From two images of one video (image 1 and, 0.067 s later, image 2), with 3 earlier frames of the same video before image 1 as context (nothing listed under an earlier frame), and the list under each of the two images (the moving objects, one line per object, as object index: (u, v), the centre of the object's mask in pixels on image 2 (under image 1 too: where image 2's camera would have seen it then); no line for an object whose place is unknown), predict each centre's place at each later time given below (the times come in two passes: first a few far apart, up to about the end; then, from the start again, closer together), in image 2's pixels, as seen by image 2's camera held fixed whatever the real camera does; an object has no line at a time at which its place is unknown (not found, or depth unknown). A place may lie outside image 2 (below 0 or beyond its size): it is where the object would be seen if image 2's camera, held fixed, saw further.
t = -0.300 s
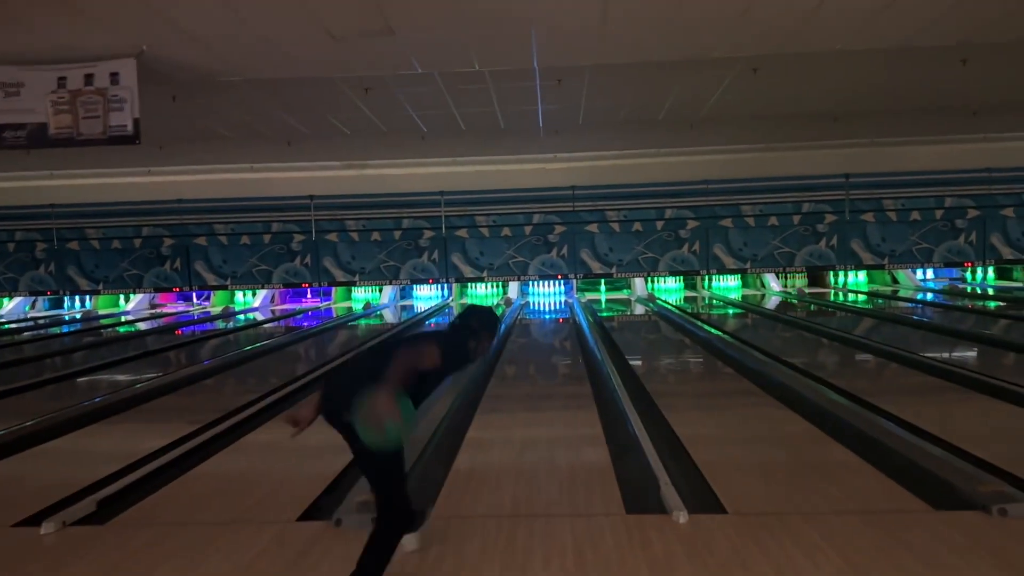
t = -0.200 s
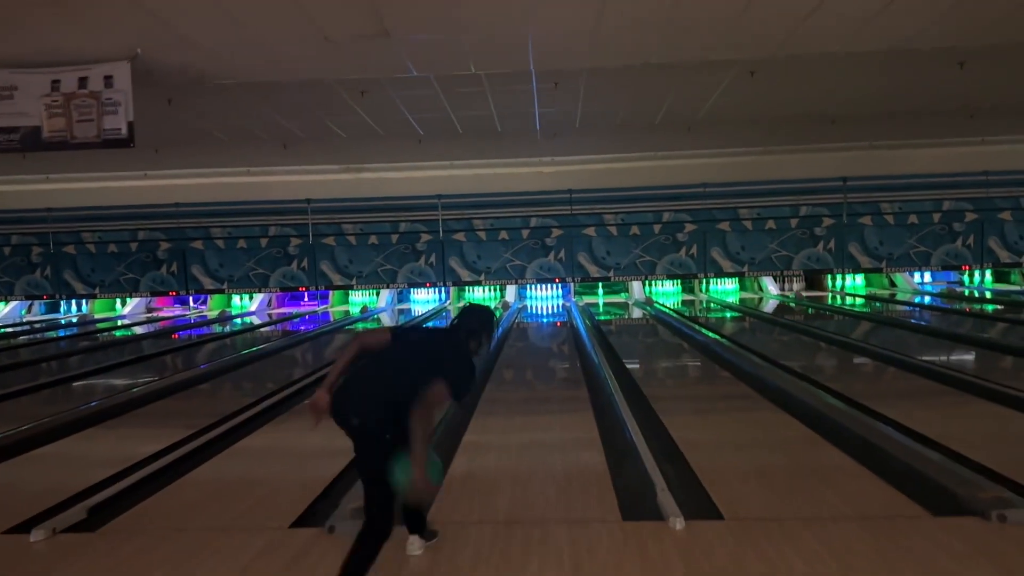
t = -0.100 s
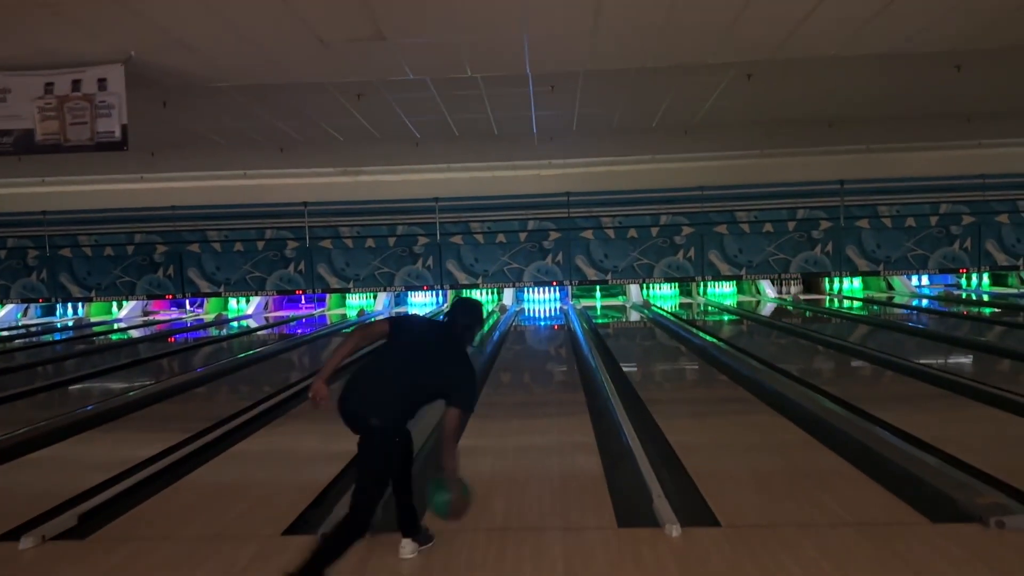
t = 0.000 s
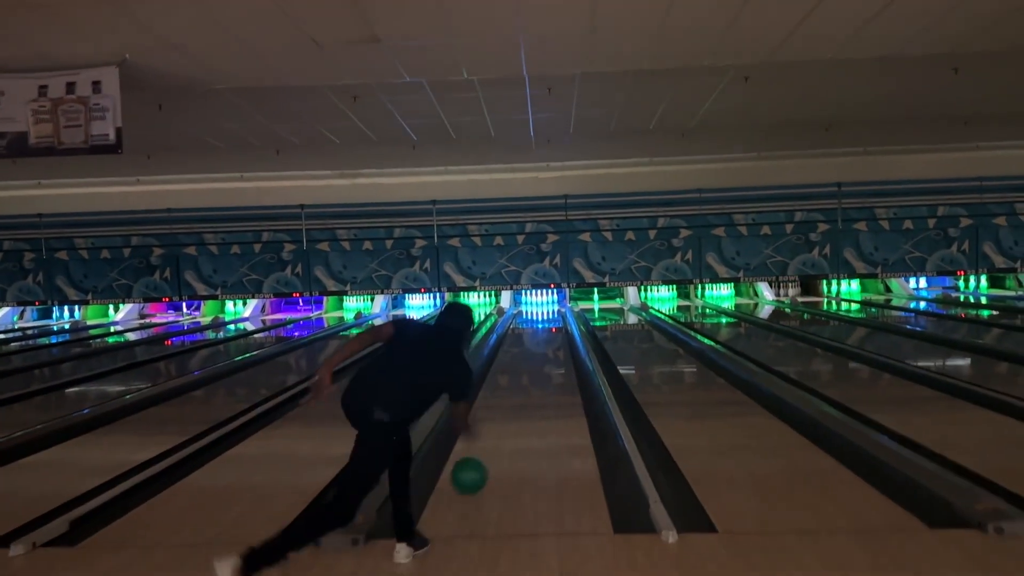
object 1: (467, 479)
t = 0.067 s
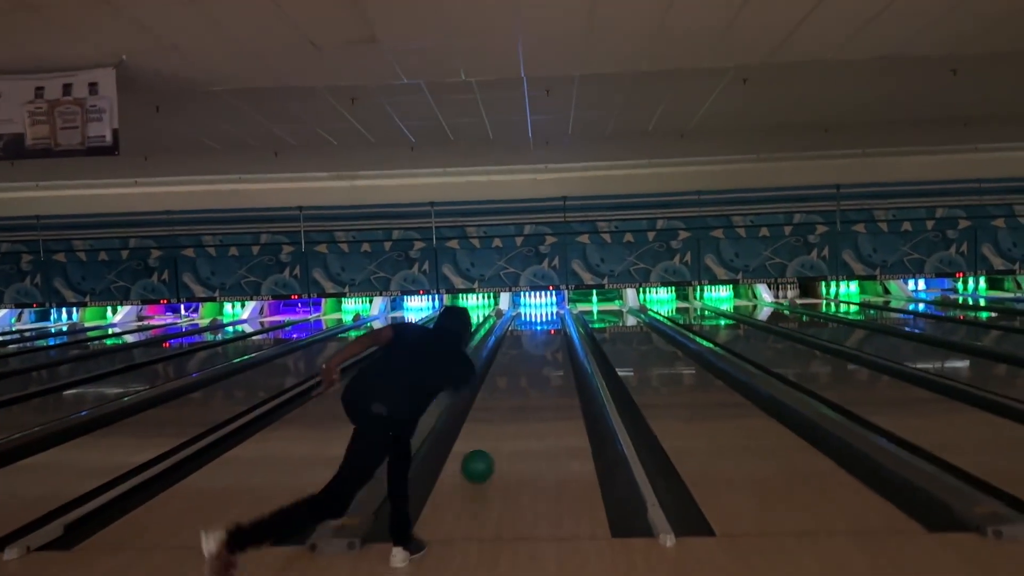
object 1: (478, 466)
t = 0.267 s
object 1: (499, 418)
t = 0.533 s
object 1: (516, 379)
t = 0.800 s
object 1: (526, 355)
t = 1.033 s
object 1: (531, 341)
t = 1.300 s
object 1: (535, 328)
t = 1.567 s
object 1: (538, 319)
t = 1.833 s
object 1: (538, 313)
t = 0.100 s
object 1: (482, 457)
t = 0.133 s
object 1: (486, 446)
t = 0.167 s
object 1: (489, 438)
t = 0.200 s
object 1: (493, 432)
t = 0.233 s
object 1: (496, 425)
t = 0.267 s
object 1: (499, 418)
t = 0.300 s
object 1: (501, 412)
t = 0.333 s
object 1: (504, 407)
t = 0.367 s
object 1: (506, 401)
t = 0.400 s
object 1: (508, 396)
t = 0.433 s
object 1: (510, 392)
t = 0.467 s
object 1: (512, 388)
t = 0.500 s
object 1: (514, 383)
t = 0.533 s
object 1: (516, 379)
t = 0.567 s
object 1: (517, 376)
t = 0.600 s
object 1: (519, 372)
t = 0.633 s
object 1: (520, 368)
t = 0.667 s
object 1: (521, 366)
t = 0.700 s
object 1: (522, 363)
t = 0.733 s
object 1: (524, 360)
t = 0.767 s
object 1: (525, 357)
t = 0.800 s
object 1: (526, 355)
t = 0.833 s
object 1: (527, 353)
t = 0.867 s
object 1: (528, 350)
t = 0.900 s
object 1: (529, 348)
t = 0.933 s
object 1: (530, 346)
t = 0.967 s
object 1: (530, 344)
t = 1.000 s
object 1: (531, 342)
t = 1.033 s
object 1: (531, 341)
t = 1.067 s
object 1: (532, 339)
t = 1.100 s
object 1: (533, 337)
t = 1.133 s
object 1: (533, 335)
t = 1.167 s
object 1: (534, 334)
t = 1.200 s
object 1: (534, 332)
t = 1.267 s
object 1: (535, 330)
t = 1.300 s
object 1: (535, 328)
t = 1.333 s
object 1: (536, 327)
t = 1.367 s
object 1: (536, 326)
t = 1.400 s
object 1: (536, 325)
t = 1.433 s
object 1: (536, 324)
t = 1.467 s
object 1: (537, 322)
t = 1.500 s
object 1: (537, 321)
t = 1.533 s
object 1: (537, 320)
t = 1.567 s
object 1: (538, 319)
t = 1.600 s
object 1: (538, 318)
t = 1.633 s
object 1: (538, 317)
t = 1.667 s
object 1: (538, 317)
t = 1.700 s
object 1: (538, 316)
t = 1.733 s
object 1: (538, 315)
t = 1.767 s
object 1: (538, 314)
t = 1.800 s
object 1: (538, 313)
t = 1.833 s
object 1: (538, 313)
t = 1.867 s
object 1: (538, 312)
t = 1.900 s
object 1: (538, 311)
